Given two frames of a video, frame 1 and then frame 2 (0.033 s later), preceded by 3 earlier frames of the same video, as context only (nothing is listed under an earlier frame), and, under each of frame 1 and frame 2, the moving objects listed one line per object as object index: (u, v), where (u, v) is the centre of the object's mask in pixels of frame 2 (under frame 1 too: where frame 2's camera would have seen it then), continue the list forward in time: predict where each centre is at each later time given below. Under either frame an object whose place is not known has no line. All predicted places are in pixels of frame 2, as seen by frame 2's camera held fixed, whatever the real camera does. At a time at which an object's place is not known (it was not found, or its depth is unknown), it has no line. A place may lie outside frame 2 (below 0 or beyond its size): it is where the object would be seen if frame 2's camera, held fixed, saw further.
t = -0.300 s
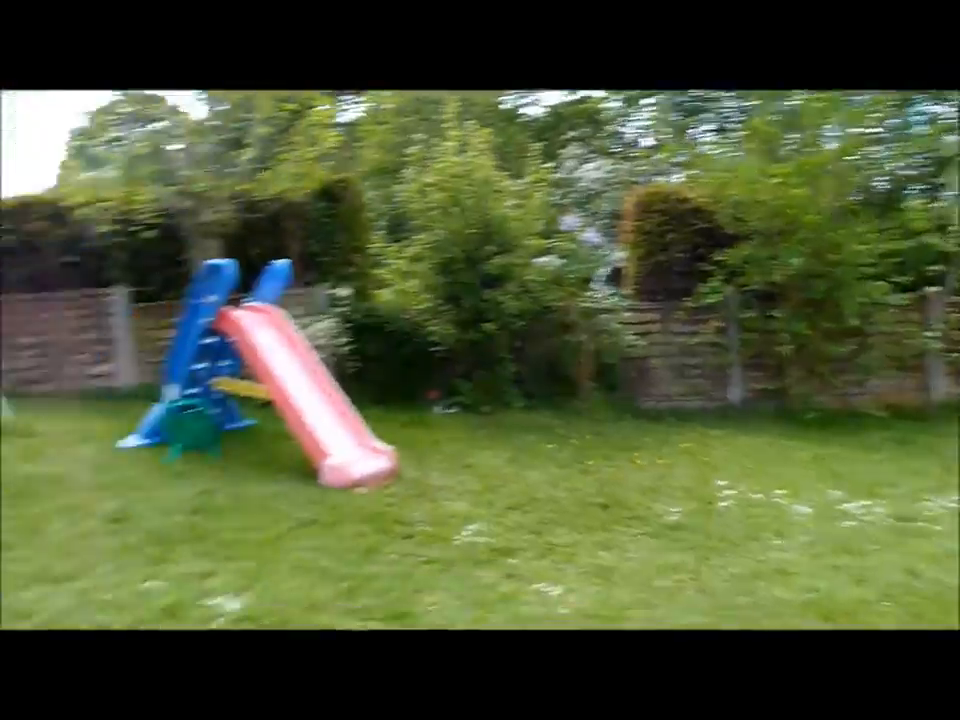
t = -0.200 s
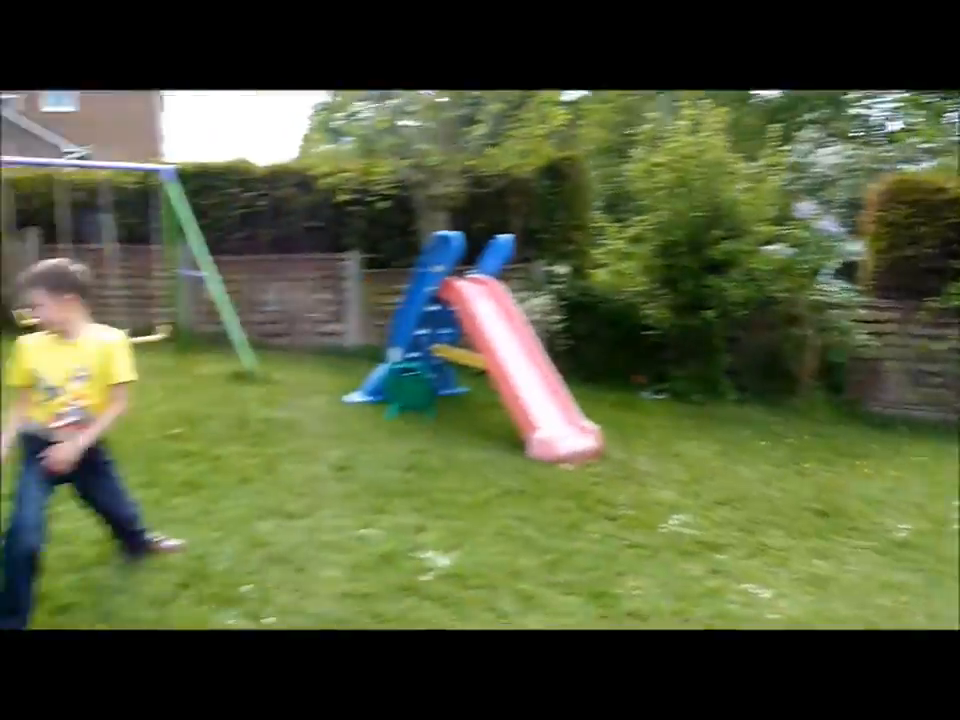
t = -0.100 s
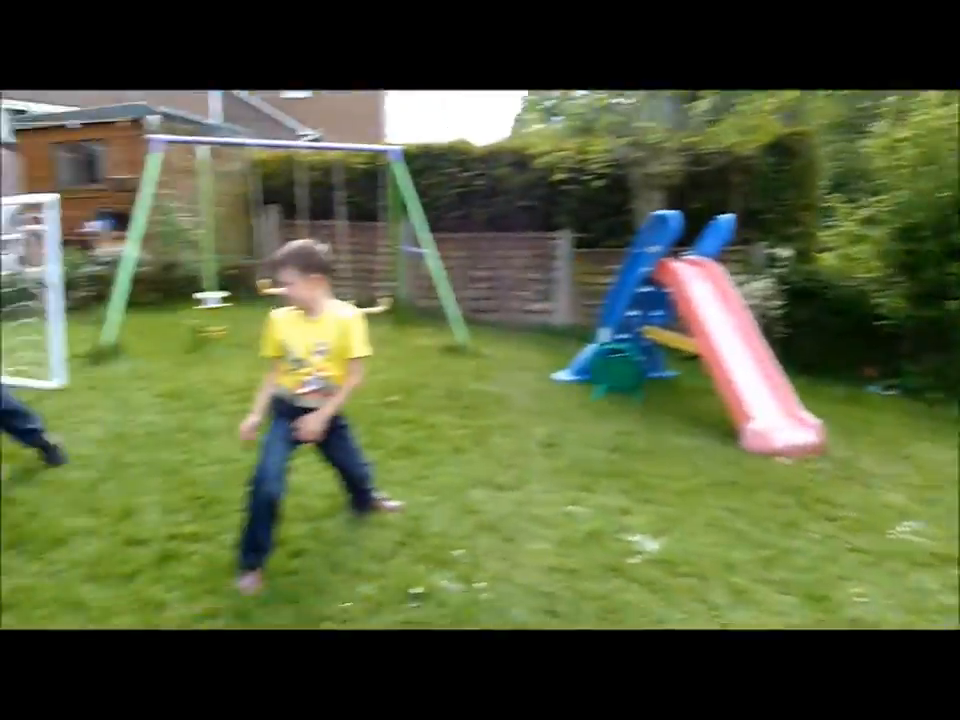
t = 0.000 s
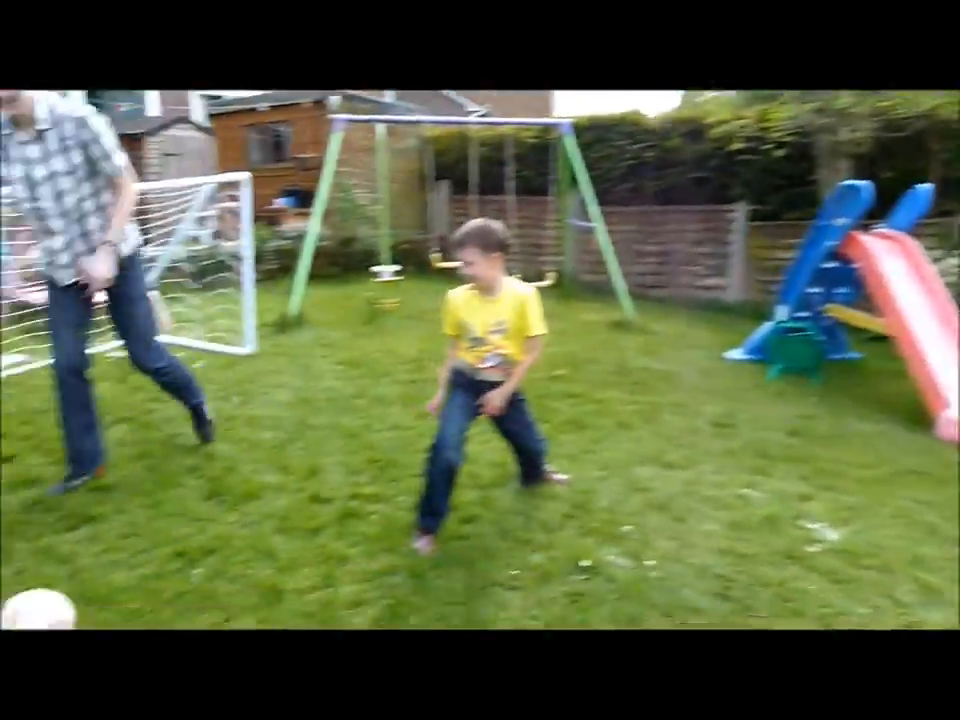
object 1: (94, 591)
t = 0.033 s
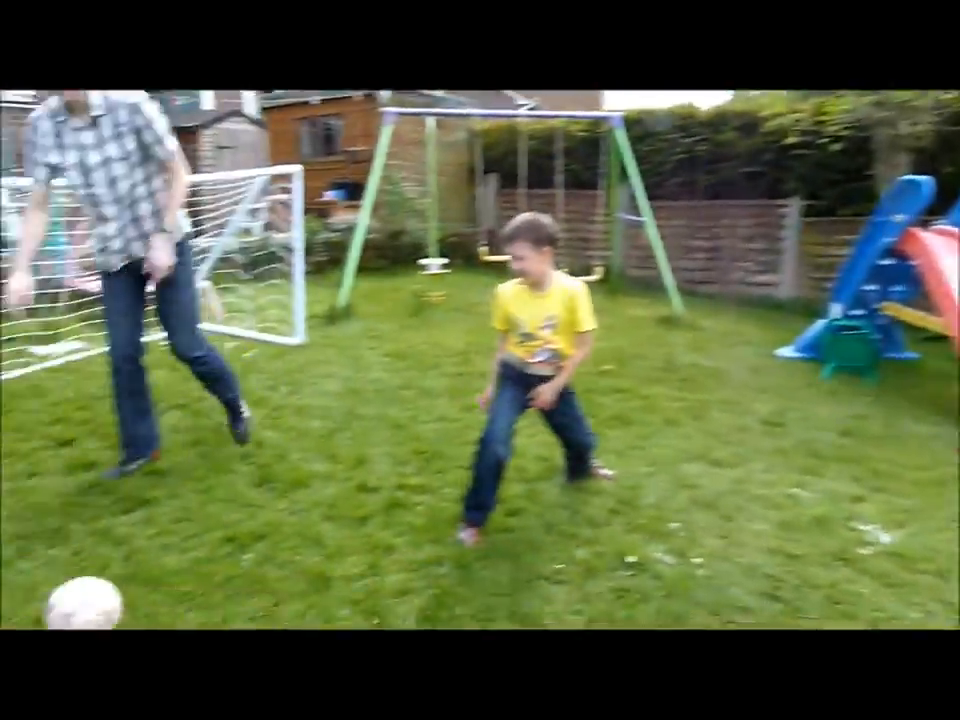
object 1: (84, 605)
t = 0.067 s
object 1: (75, 621)
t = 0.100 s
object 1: (66, 637)
